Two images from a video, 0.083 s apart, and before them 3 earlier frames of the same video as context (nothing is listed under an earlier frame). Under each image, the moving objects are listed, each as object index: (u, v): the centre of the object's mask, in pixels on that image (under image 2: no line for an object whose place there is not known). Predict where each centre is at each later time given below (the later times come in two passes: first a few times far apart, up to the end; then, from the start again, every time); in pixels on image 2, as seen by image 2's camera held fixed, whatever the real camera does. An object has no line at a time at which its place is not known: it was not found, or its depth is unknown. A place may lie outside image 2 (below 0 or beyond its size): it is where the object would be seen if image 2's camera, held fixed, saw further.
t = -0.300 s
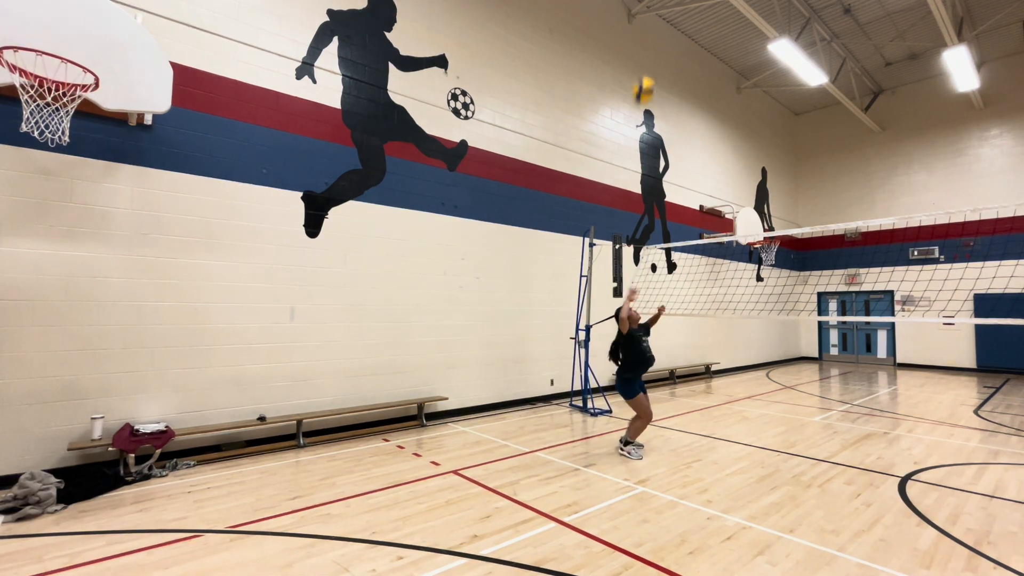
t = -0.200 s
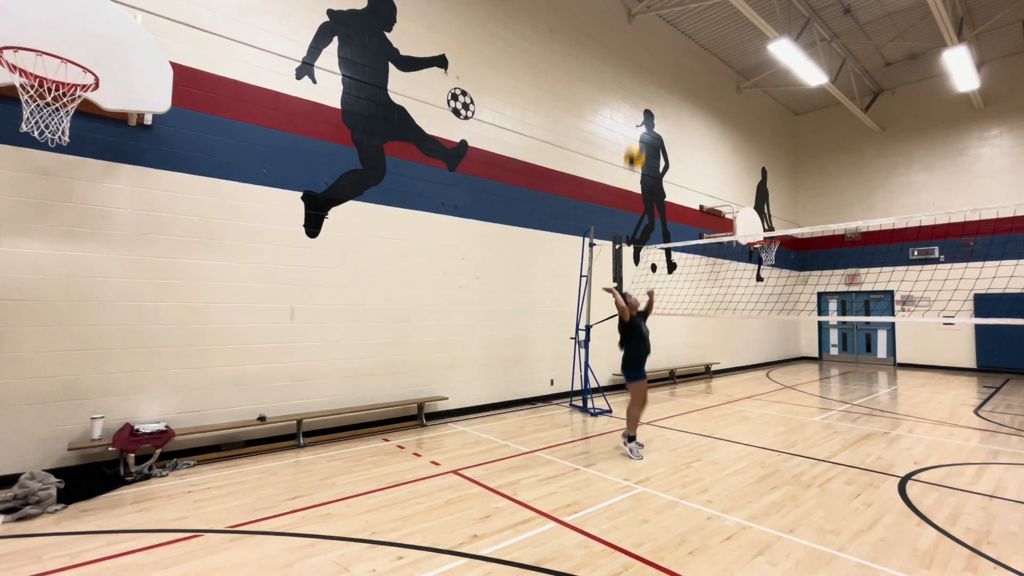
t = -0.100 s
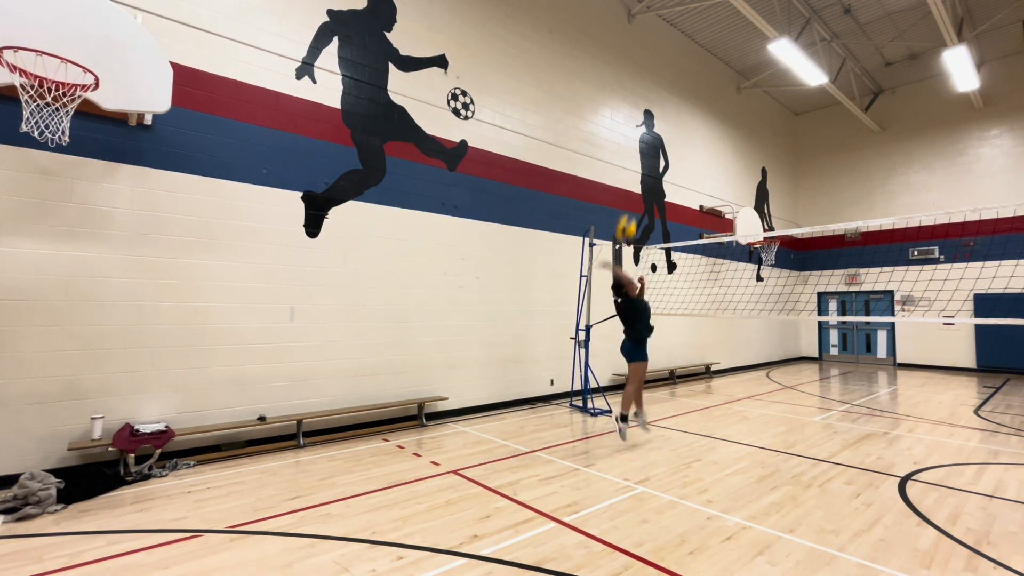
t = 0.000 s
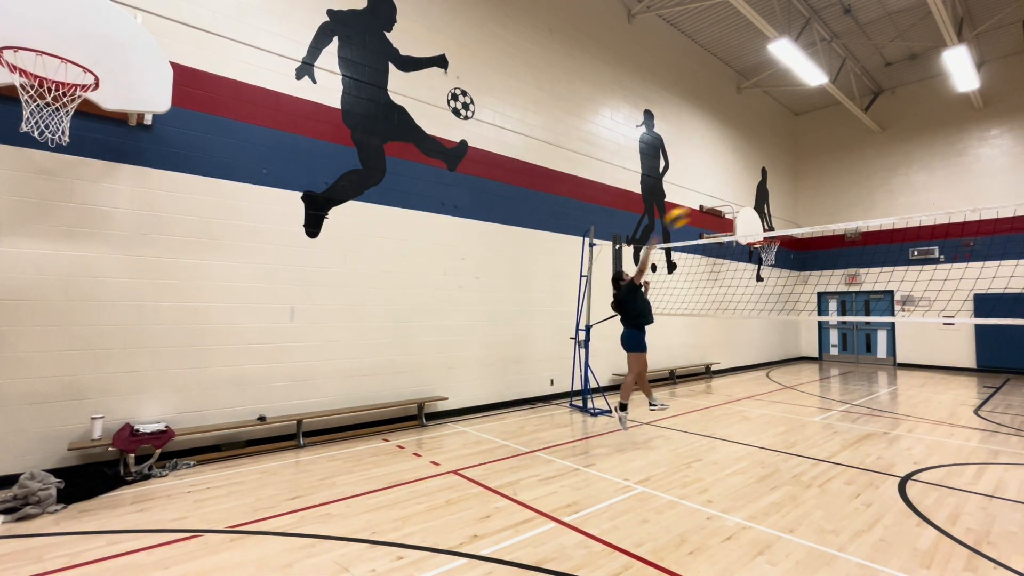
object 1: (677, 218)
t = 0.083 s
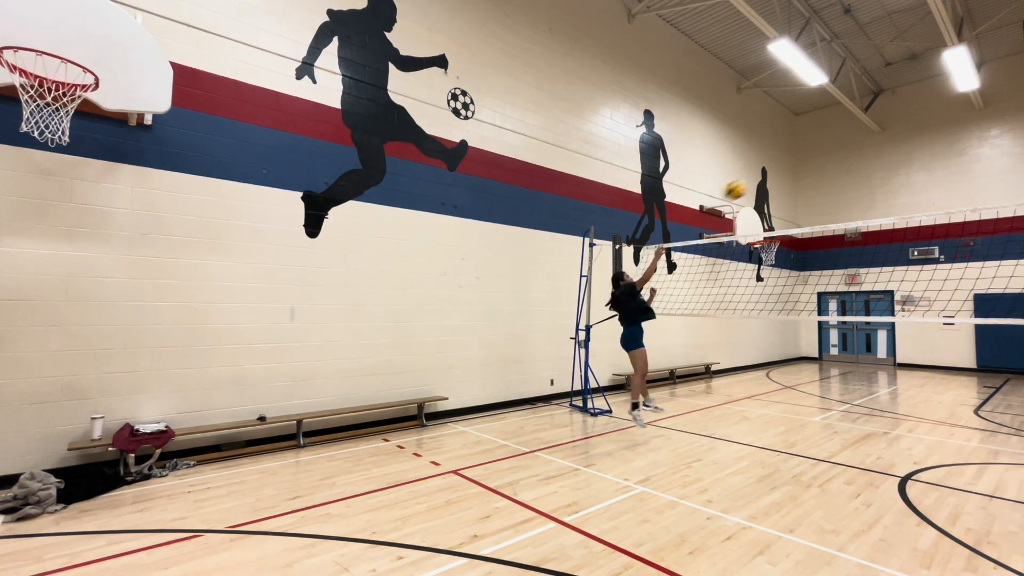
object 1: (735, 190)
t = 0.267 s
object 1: (844, 159)
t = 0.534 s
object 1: (975, 170)
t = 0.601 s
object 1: (1005, 181)
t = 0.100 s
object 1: (745, 186)
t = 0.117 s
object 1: (756, 182)
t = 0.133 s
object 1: (765, 178)
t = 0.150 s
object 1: (777, 174)
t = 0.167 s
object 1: (787, 171)
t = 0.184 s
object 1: (797, 168)
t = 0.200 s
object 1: (805, 166)
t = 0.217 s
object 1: (815, 164)
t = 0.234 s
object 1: (826, 162)
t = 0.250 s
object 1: (835, 161)
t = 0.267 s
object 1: (844, 159)
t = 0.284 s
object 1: (853, 158)
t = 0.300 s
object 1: (861, 157)
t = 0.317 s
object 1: (870, 156)
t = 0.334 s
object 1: (879, 156)
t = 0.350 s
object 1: (888, 156)
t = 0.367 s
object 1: (896, 156)
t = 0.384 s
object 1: (905, 157)
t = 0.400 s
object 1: (913, 157)
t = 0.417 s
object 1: (921, 158)
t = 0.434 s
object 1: (929, 159)
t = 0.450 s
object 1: (937, 160)
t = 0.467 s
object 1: (944, 162)
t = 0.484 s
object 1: (953, 163)
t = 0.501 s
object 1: (961, 166)
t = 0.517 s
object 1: (968, 167)
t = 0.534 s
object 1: (975, 170)
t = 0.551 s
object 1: (983, 172)
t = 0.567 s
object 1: (990, 175)
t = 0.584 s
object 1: (998, 178)
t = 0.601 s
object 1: (1005, 181)
